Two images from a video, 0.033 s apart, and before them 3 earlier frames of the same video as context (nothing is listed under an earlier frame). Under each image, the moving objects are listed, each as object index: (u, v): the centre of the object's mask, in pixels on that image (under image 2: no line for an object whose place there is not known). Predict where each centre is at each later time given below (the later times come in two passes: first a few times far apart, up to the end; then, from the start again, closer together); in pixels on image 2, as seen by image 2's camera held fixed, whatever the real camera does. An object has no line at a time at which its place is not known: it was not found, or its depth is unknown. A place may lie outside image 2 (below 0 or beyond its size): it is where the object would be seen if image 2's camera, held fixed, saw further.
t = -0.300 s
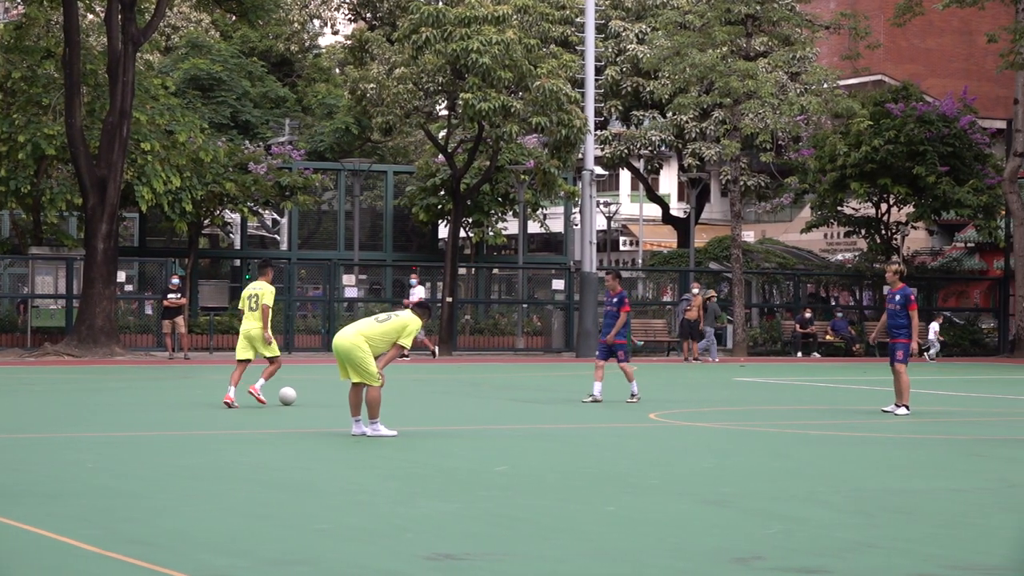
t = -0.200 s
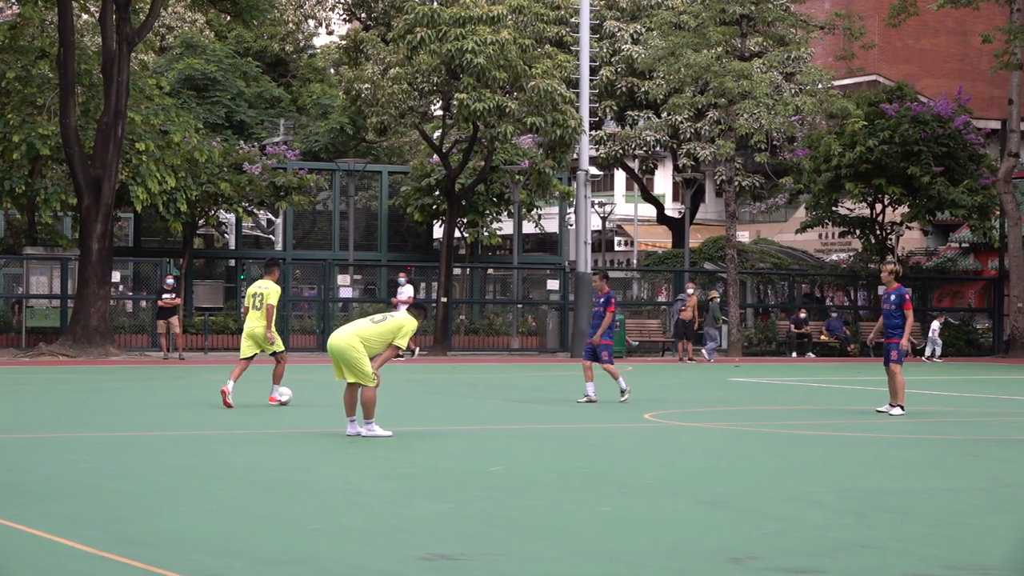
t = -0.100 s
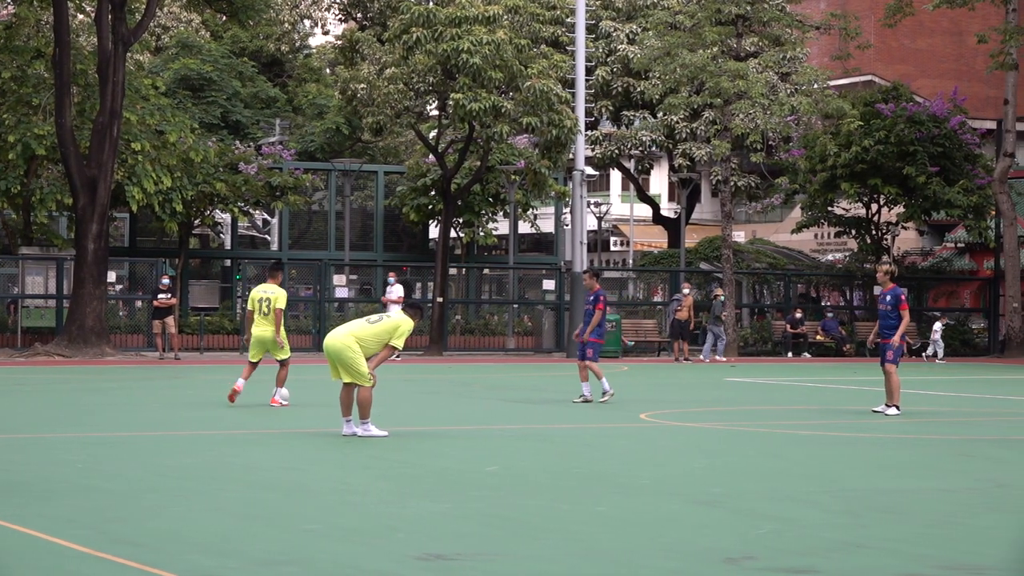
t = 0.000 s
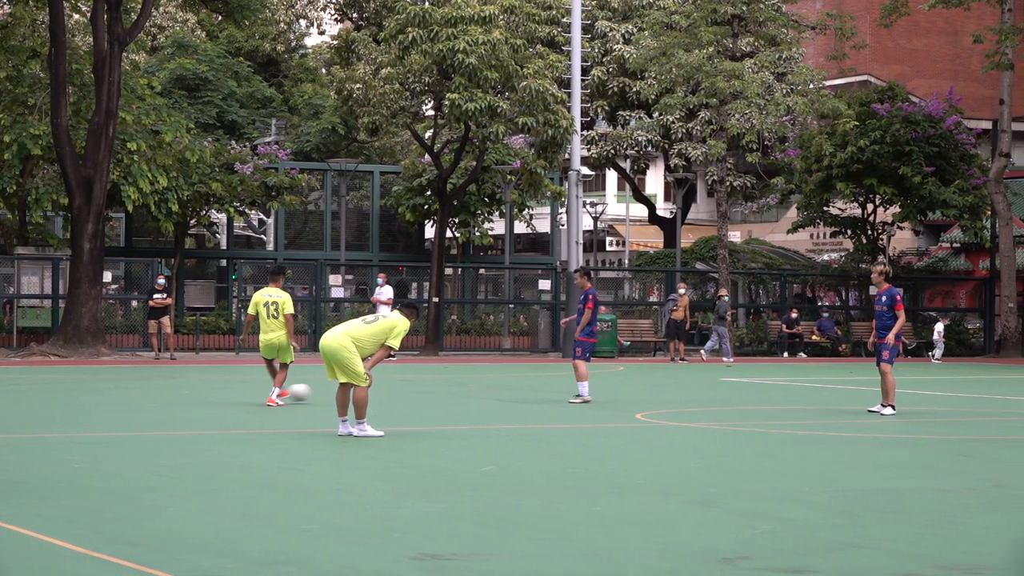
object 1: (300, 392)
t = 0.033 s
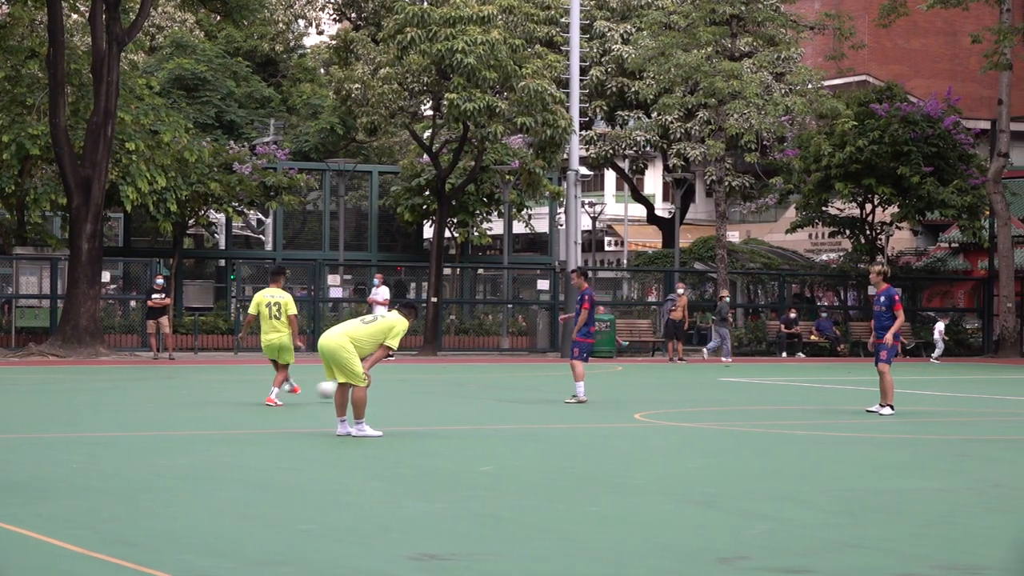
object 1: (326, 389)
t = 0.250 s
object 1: (499, 386)
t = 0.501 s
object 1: (649, 383)
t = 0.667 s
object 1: (725, 381)
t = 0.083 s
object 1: (374, 388)
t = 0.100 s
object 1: (385, 387)
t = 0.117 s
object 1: (398, 387)
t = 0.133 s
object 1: (412, 387)
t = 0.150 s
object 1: (424, 387)
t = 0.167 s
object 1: (438, 388)
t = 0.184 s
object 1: (450, 388)
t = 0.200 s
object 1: (463, 389)
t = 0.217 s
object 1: (476, 389)
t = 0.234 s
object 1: (487, 387)
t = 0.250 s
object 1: (499, 386)
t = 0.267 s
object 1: (510, 385)
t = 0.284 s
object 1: (521, 385)
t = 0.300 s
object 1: (533, 384)
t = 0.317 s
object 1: (544, 384)
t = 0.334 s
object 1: (554, 385)
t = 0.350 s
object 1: (563, 385)
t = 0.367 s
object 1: (569, 385)
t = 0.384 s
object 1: (587, 386)
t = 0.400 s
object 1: (595, 385)
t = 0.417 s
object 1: (604, 384)
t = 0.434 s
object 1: (613, 383)
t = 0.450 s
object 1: (622, 382)
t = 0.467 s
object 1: (631, 382)
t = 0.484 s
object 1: (640, 382)
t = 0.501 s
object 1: (649, 383)
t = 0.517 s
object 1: (657, 383)
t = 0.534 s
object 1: (666, 384)
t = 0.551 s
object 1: (673, 383)
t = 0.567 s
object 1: (681, 382)
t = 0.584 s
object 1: (689, 381)
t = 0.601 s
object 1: (696, 381)
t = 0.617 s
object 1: (703, 380)
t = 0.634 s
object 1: (711, 380)
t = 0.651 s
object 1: (718, 381)
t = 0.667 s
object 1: (725, 381)
